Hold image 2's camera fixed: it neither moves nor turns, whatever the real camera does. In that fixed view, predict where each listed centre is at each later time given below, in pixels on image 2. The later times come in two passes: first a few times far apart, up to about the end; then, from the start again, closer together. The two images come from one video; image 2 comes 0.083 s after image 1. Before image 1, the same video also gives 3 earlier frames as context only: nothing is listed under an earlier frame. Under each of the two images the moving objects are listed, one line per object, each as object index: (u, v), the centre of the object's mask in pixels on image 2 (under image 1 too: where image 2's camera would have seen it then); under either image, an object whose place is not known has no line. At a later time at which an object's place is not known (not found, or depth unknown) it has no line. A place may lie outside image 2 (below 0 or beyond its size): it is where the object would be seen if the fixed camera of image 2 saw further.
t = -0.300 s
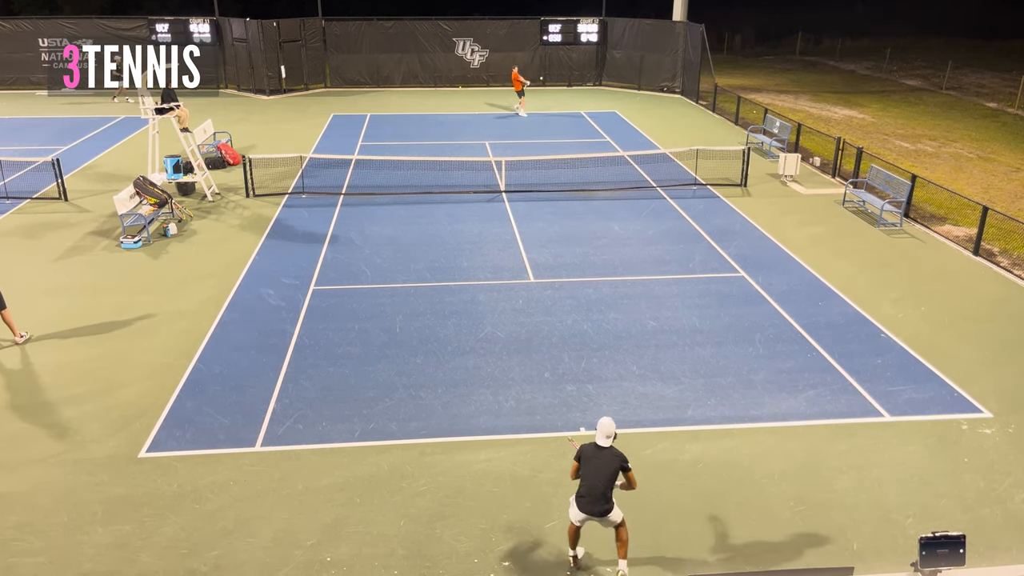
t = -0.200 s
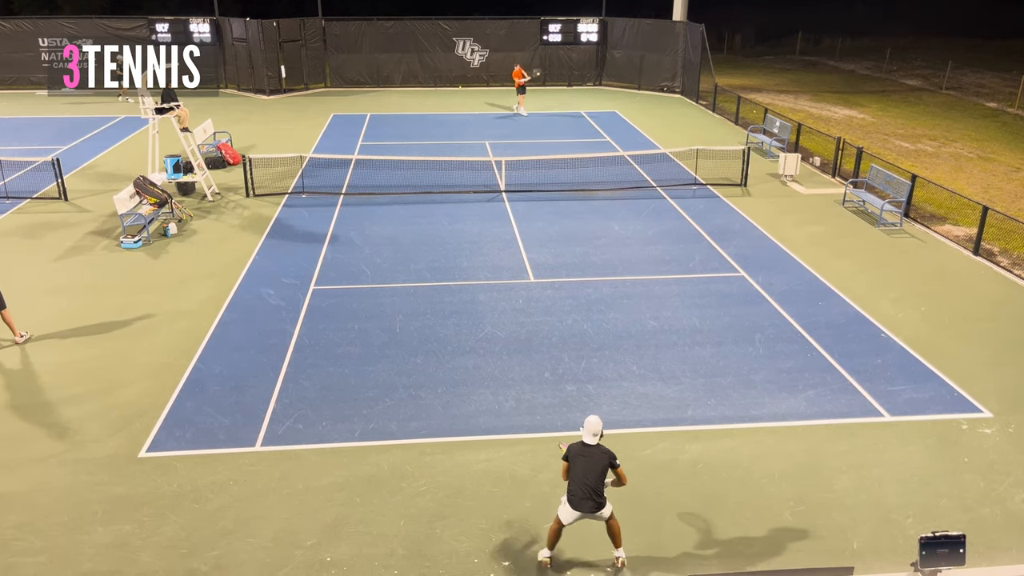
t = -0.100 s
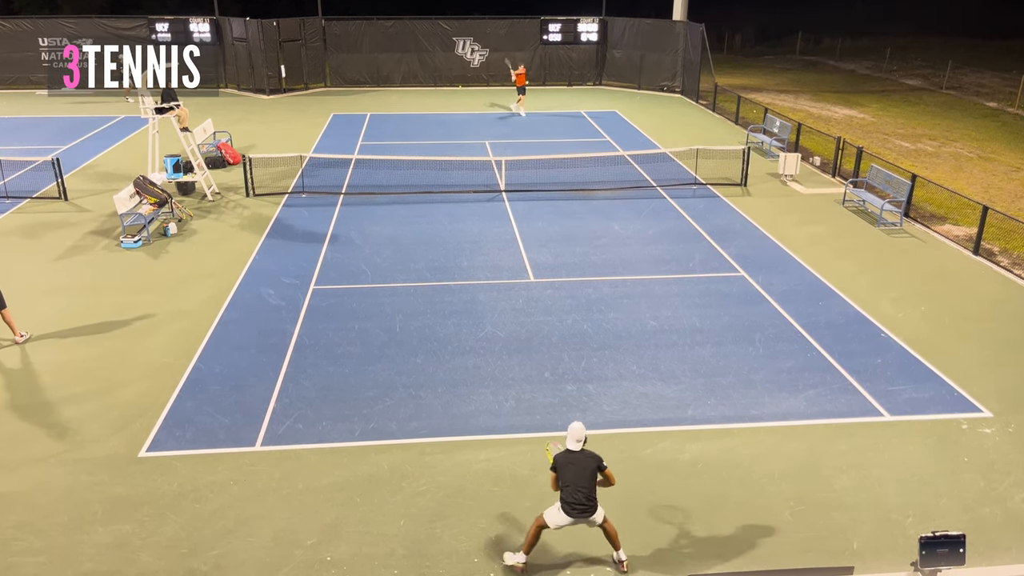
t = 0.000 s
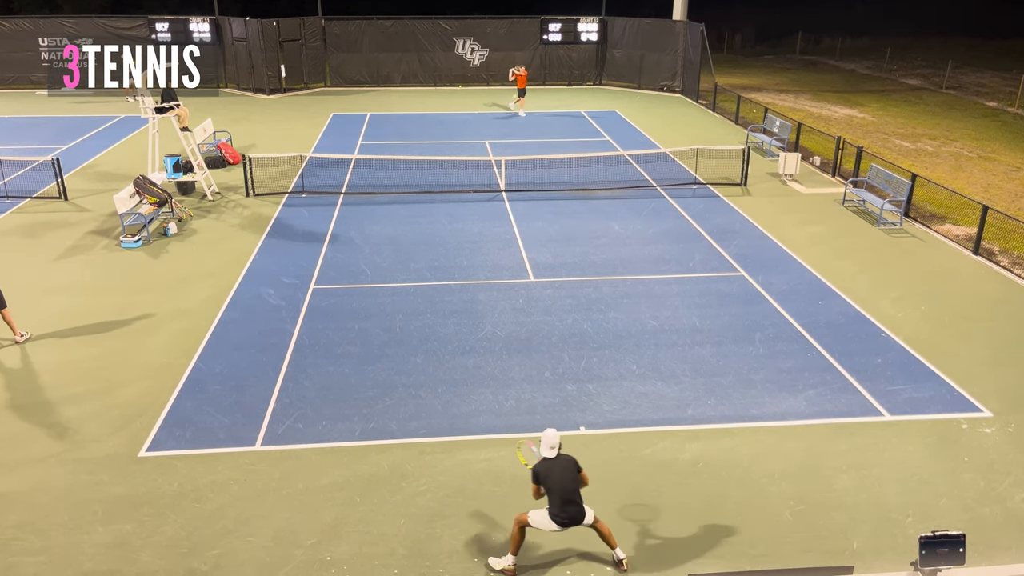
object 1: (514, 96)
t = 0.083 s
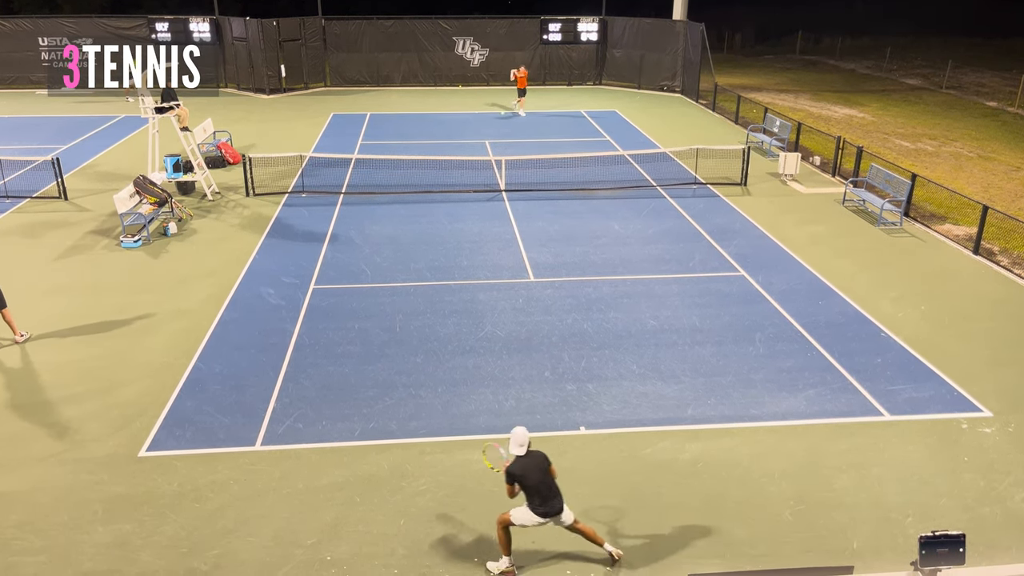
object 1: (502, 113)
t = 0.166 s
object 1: (489, 134)
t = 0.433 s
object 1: (438, 247)
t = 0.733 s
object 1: (367, 318)
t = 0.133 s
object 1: (495, 124)
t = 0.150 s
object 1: (492, 129)
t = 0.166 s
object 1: (489, 134)
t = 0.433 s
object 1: (438, 247)
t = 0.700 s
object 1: (377, 310)
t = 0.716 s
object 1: (372, 315)
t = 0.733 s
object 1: (367, 318)
